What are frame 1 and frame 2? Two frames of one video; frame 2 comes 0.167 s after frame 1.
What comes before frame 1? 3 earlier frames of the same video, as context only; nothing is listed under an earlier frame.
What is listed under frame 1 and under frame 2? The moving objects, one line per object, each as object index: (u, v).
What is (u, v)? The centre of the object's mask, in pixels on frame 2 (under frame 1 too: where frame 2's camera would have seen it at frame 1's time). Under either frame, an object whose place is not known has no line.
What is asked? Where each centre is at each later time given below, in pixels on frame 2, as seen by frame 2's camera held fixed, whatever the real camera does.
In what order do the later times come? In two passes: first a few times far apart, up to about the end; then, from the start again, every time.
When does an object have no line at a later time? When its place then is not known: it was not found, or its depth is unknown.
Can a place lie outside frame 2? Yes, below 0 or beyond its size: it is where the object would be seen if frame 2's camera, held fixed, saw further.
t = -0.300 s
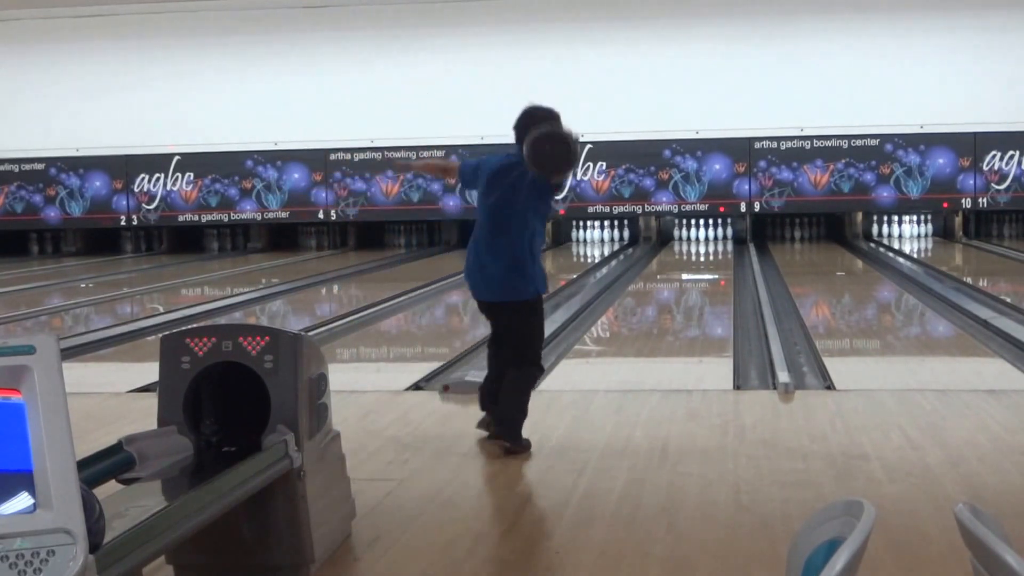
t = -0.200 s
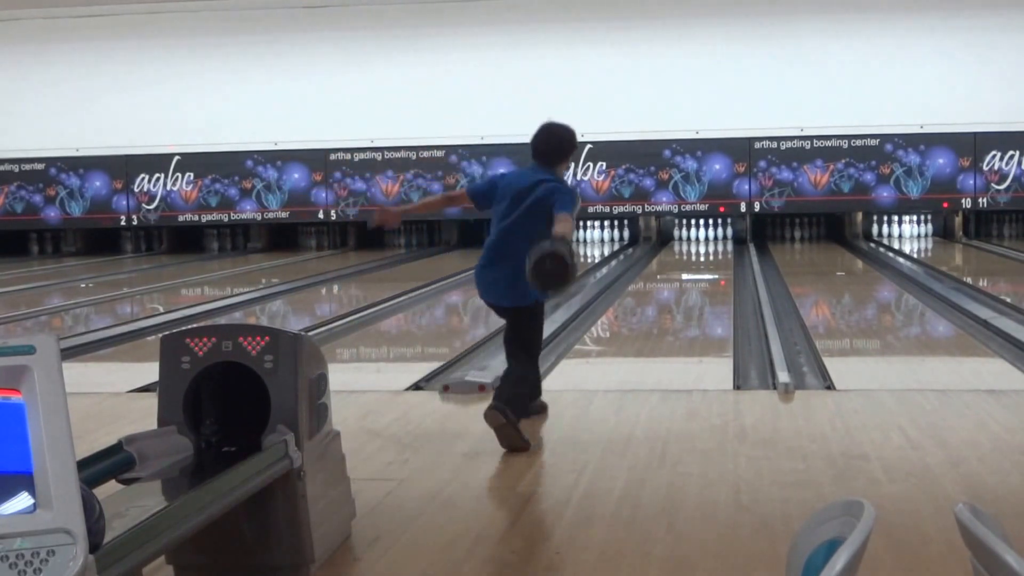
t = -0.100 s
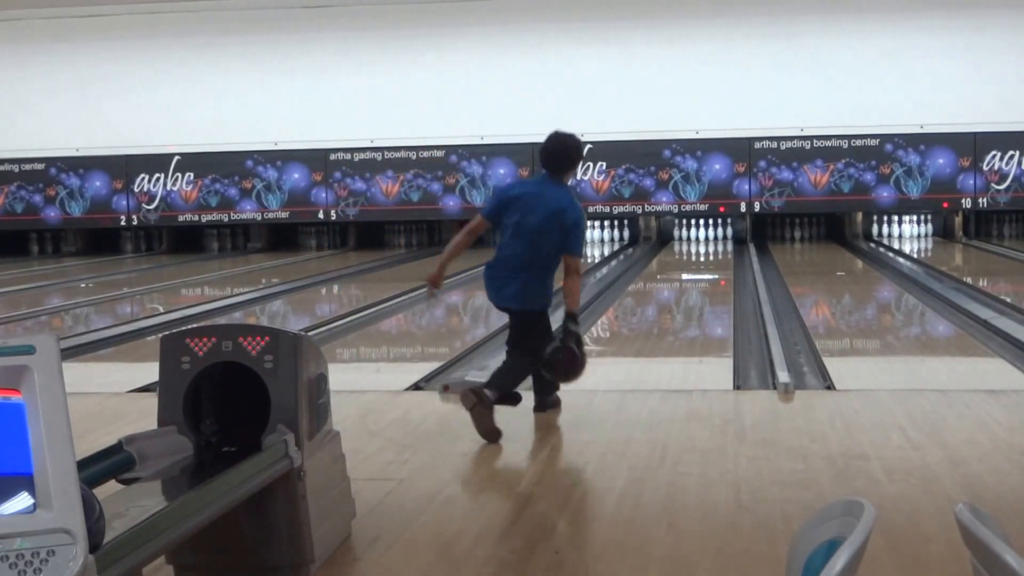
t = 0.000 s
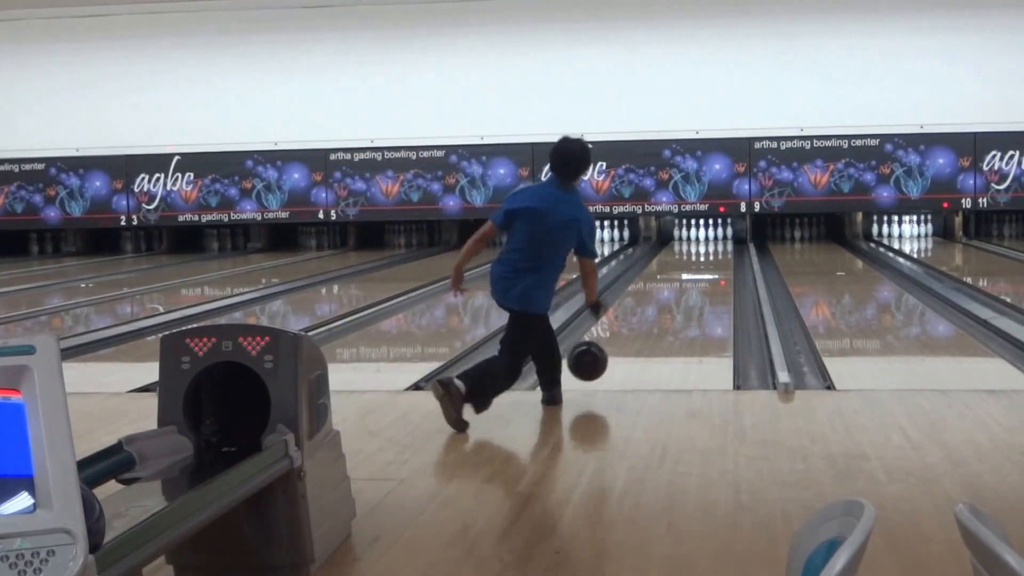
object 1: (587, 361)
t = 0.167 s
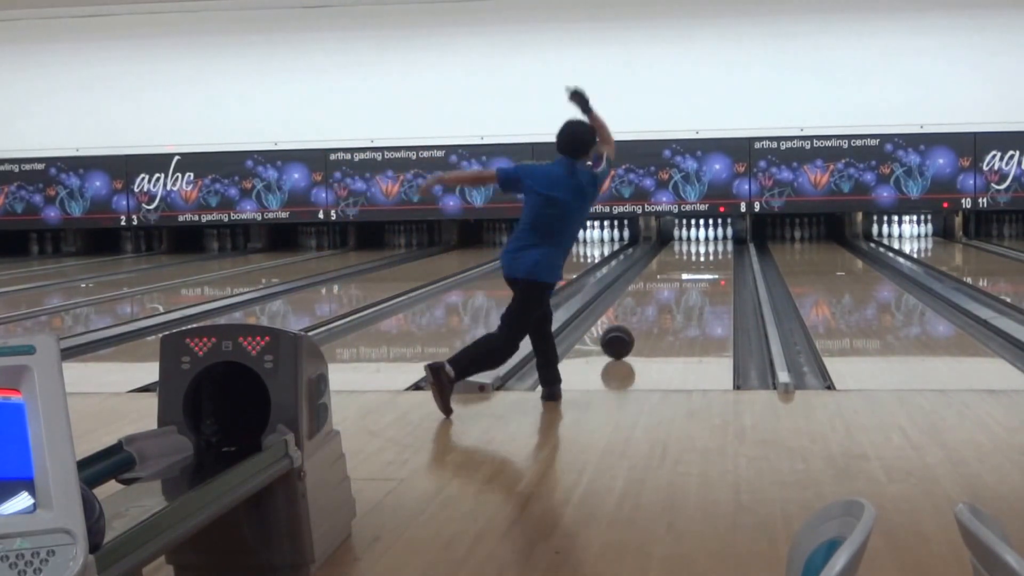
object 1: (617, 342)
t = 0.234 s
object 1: (626, 331)
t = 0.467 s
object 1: (651, 303)
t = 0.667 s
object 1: (666, 286)
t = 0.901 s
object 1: (679, 271)
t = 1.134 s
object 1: (688, 260)
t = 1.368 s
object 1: (695, 251)
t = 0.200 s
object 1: (622, 337)
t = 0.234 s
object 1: (626, 331)
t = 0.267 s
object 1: (631, 327)
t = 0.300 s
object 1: (635, 322)
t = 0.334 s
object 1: (638, 318)
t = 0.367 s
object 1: (642, 314)
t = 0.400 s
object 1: (645, 310)
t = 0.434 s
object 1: (648, 307)
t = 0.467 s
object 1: (651, 303)
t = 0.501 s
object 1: (654, 300)
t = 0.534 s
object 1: (657, 297)
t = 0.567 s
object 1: (659, 294)
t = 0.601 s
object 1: (662, 292)
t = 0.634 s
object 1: (664, 289)
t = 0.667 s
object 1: (666, 286)
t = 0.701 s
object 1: (668, 284)
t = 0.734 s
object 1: (670, 281)
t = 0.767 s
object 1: (672, 279)
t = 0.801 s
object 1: (674, 277)
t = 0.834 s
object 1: (676, 275)
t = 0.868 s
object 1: (677, 273)
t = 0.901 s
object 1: (679, 271)
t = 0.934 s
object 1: (680, 269)
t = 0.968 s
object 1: (682, 268)
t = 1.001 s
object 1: (683, 266)
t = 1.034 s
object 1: (684, 265)
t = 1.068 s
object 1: (686, 263)
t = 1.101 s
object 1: (687, 262)
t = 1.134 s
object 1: (688, 260)
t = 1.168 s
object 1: (689, 259)
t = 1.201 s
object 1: (691, 257)
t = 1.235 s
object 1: (691, 256)
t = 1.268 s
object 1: (692, 255)
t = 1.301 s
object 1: (693, 253)
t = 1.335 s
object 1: (694, 252)
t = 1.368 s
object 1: (695, 251)
